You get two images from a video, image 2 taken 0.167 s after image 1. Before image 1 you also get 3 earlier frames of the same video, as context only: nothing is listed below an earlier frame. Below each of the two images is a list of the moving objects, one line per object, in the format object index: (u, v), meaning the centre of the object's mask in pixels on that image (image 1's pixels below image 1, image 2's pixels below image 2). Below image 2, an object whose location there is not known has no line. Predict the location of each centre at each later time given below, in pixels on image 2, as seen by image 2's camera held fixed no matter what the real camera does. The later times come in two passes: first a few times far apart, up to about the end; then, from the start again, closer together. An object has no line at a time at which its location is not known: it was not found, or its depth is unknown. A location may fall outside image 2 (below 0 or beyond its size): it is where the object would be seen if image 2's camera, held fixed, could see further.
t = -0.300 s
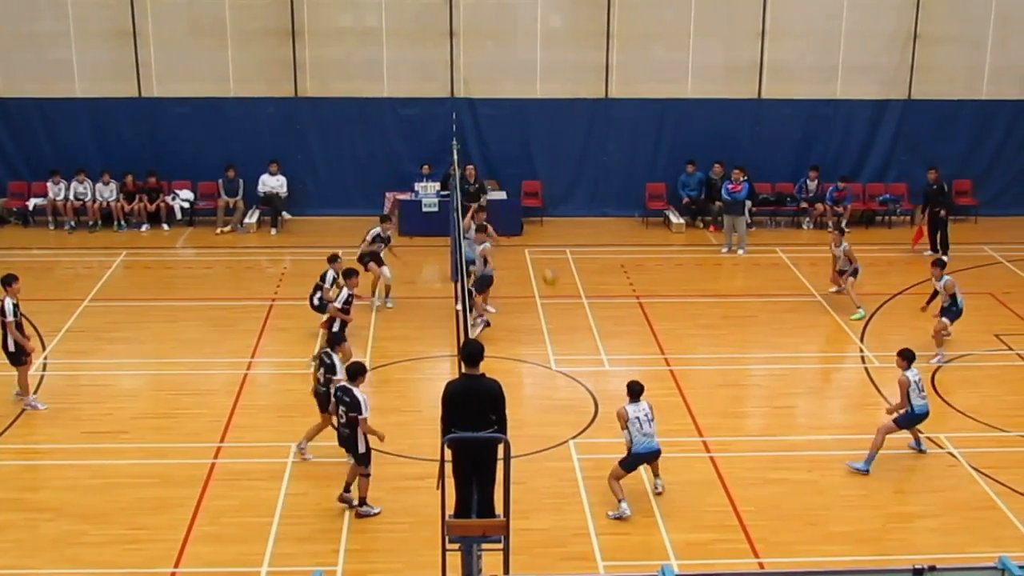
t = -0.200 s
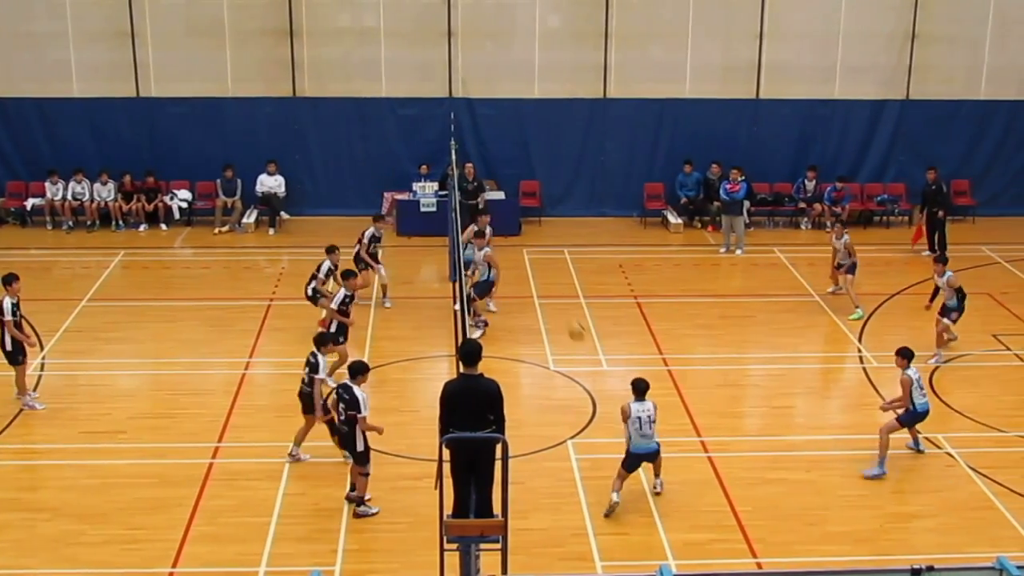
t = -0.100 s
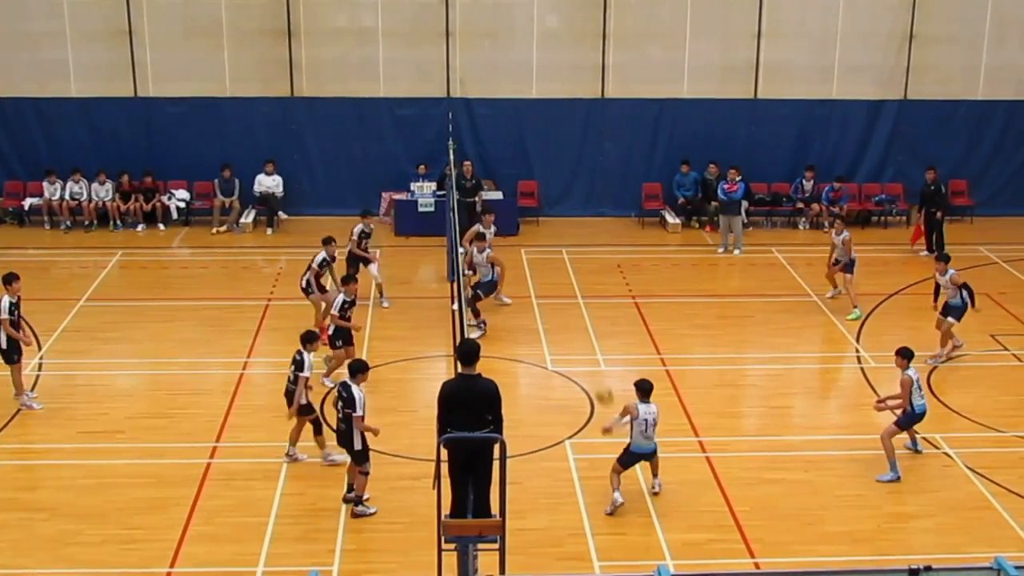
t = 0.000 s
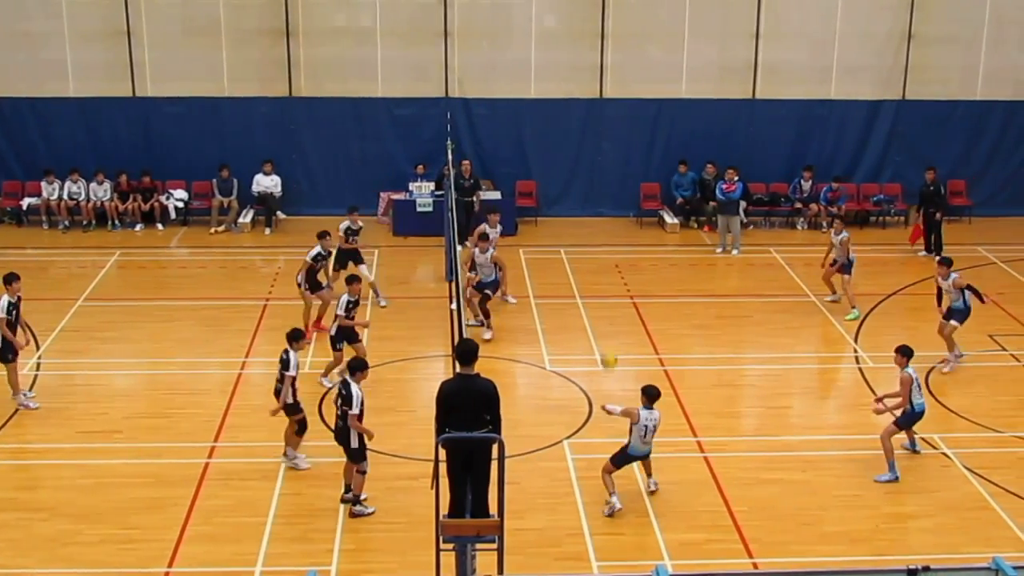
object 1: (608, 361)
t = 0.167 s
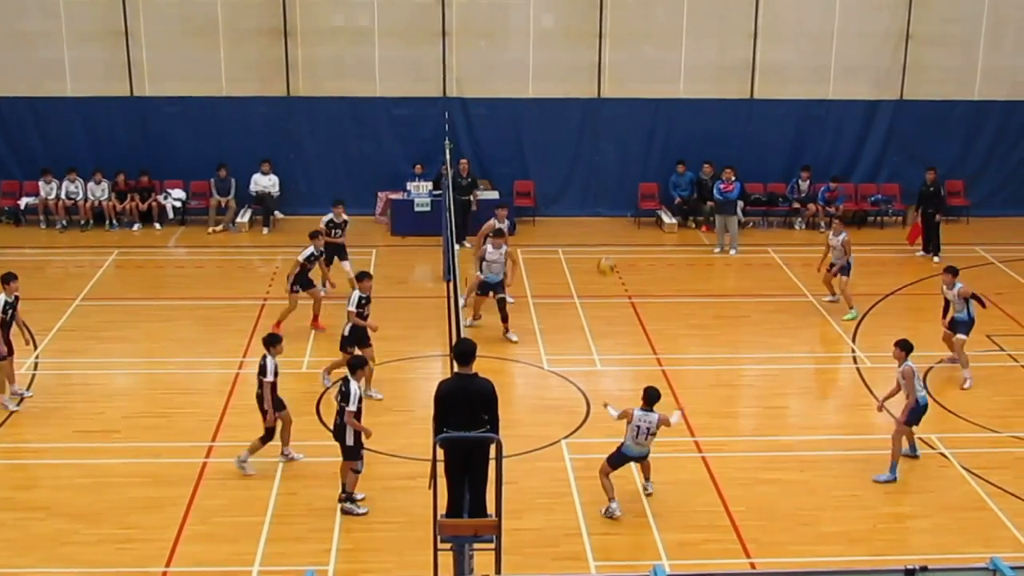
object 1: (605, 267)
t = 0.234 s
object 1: (605, 235)
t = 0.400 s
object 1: (604, 179)
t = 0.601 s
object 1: (600, 142)
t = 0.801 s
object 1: (596, 137)
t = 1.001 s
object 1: (589, 158)
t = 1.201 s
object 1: (581, 204)
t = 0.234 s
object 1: (605, 235)
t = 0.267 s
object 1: (605, 222)
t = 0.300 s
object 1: (605, 210)
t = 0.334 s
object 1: (604, 199)
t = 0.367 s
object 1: (604, 188)
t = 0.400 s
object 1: (604, 179)
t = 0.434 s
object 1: (603, 171)
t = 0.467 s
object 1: (602, 163)
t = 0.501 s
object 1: (602, 156)
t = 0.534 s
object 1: (602, 151)
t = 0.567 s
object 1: (601, 146)
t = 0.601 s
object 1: (600, 142)
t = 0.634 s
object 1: (599, 139)
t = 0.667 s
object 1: (599, 137)
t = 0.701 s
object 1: (598, 136)
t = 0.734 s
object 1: (597, 135)
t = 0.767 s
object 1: (596, 136)
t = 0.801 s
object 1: (596, 137)
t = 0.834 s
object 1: (594, 138)
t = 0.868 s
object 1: (593, 141)
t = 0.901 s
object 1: (593, 144)
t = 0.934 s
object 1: (592, 149)
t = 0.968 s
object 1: (590, 153)
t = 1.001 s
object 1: (589, 158)
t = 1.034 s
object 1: (589, 164)
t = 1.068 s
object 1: (587, 171)
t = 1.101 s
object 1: (586, 178)
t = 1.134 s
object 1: (584, 186)
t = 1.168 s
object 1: (583, 194)
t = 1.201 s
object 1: (581, 204)
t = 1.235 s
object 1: (580, 212)
